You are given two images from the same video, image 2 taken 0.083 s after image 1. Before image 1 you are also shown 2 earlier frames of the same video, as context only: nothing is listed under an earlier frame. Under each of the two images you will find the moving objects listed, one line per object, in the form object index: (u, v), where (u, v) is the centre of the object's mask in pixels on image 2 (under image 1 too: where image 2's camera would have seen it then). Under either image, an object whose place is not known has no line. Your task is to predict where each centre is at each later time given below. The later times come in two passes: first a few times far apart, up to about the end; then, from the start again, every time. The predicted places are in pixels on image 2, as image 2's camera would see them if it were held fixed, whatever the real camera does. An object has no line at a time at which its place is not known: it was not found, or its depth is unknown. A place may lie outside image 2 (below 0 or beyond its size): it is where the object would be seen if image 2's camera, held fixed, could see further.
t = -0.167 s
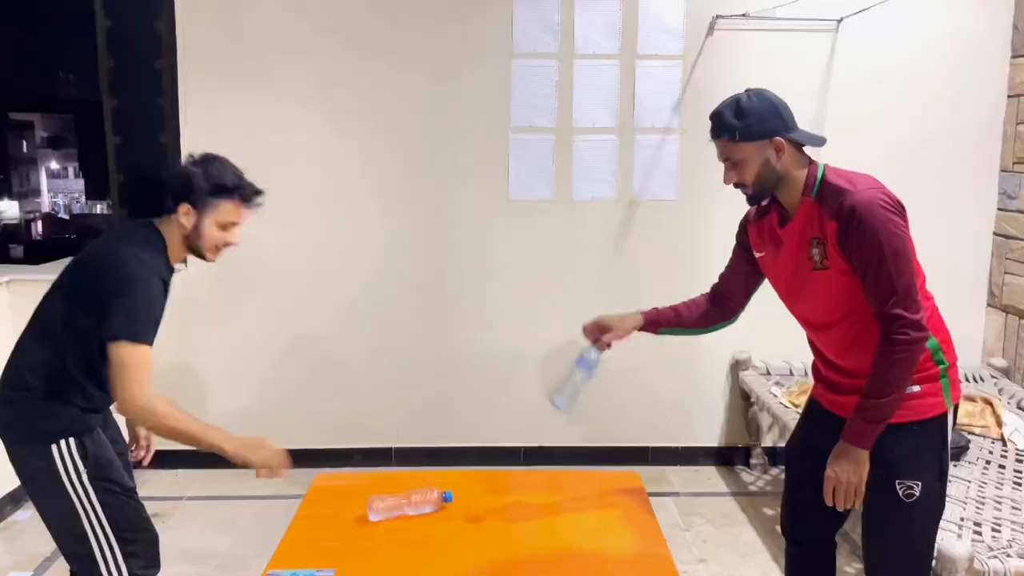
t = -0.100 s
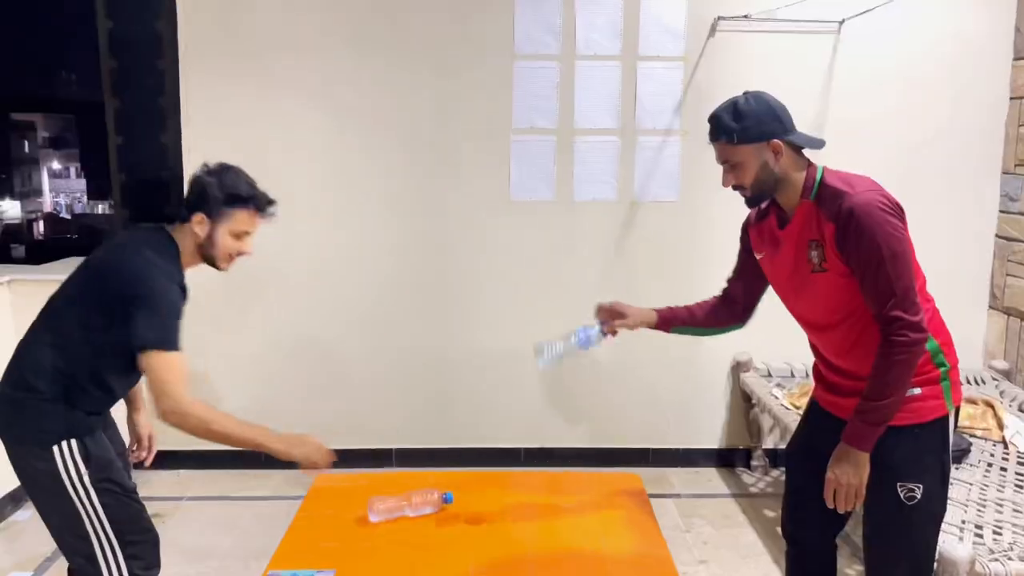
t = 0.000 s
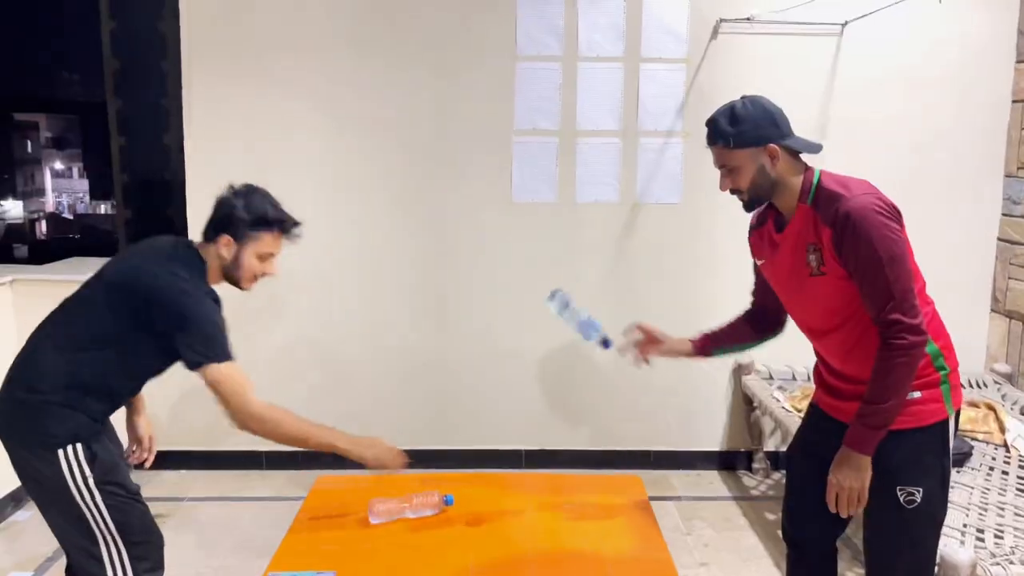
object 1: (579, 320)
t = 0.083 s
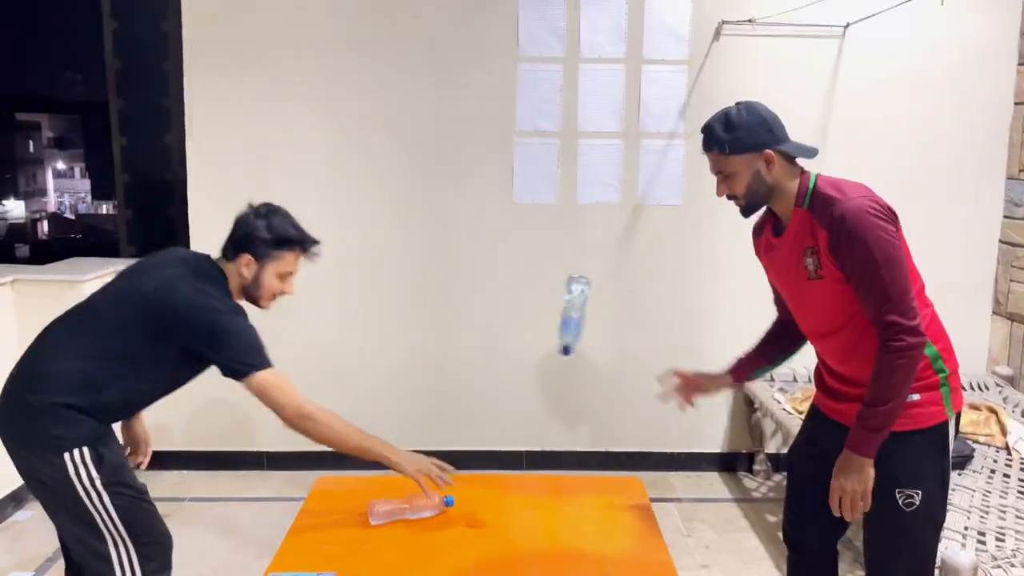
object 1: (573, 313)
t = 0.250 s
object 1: (583, 333)
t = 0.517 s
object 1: (643, 472)
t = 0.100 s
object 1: (572, 312)
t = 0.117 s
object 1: (571, 311)
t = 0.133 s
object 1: (570, 312)
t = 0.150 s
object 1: (570, 312)
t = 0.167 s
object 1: (571, 313)
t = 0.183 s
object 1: (573, 314)
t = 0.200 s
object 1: (575, 318)
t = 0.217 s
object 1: (576, 321)
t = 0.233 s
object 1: (580, 326)
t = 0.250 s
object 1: (583, 333)
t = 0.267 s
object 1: (588, 340)
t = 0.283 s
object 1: (592, 348)
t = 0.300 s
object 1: (596, 359)
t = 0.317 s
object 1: (600, 370)
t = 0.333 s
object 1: (605, 384)
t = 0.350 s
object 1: (609, 398)
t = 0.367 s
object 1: (614, 414)
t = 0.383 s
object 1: (617, 430)
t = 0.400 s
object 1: (621, 446)
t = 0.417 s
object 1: (624, 463)
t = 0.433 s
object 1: (629, 468)
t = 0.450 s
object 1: (633, 467)
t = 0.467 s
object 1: (636, 468)
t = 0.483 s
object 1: (639, 469)
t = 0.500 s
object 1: (640, 471)
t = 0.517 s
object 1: (643, 472)
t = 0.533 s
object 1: (642, 476)
